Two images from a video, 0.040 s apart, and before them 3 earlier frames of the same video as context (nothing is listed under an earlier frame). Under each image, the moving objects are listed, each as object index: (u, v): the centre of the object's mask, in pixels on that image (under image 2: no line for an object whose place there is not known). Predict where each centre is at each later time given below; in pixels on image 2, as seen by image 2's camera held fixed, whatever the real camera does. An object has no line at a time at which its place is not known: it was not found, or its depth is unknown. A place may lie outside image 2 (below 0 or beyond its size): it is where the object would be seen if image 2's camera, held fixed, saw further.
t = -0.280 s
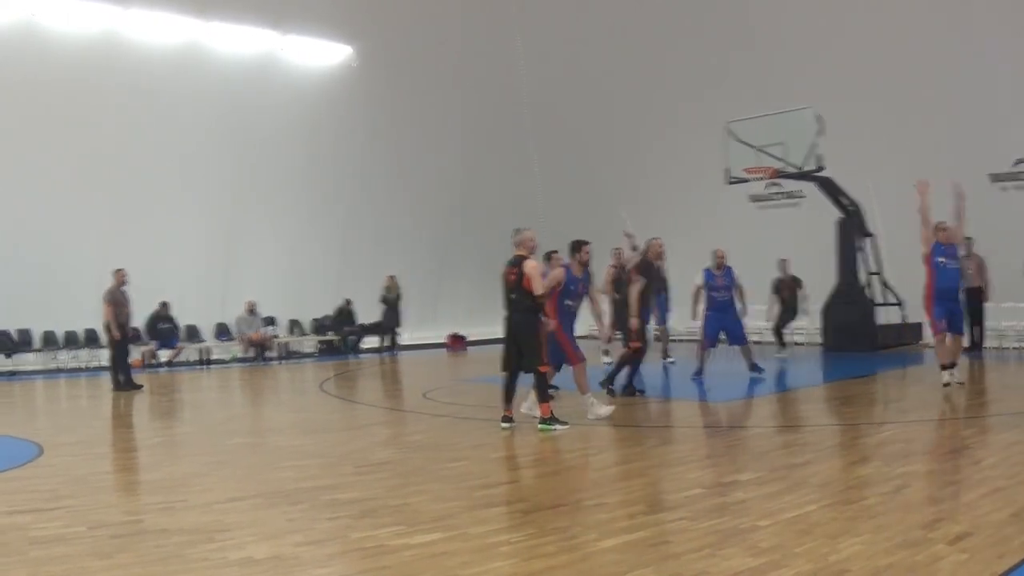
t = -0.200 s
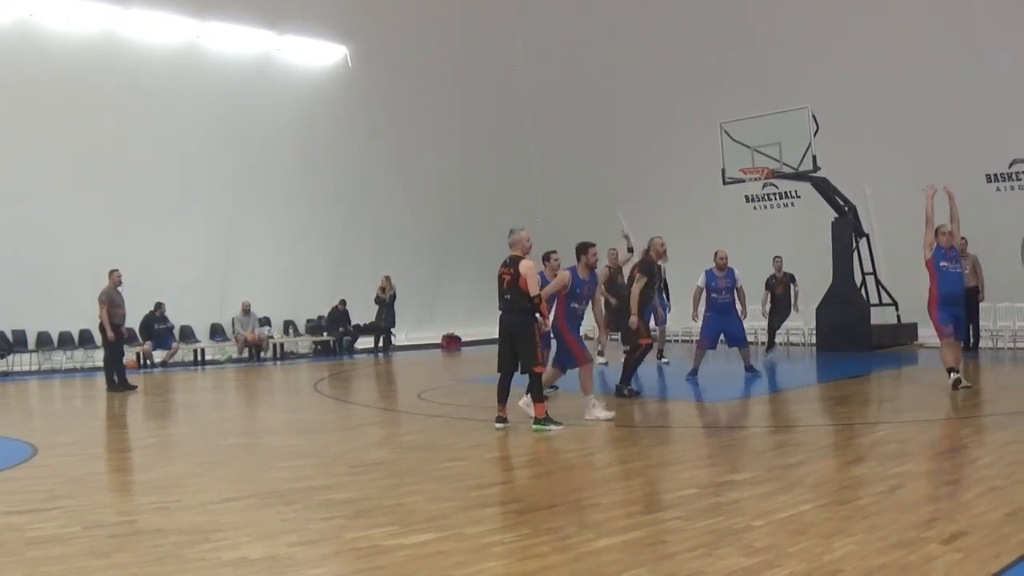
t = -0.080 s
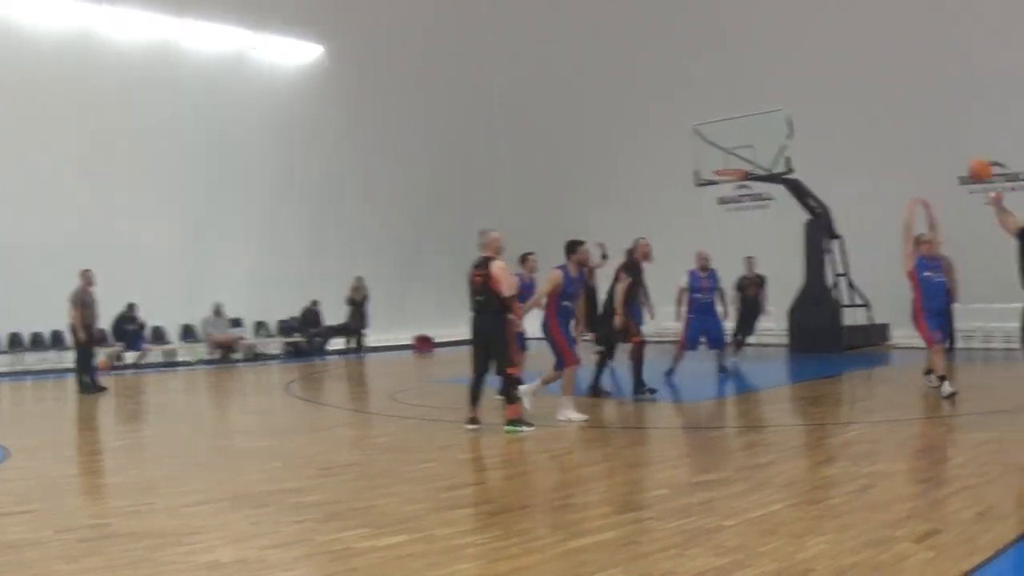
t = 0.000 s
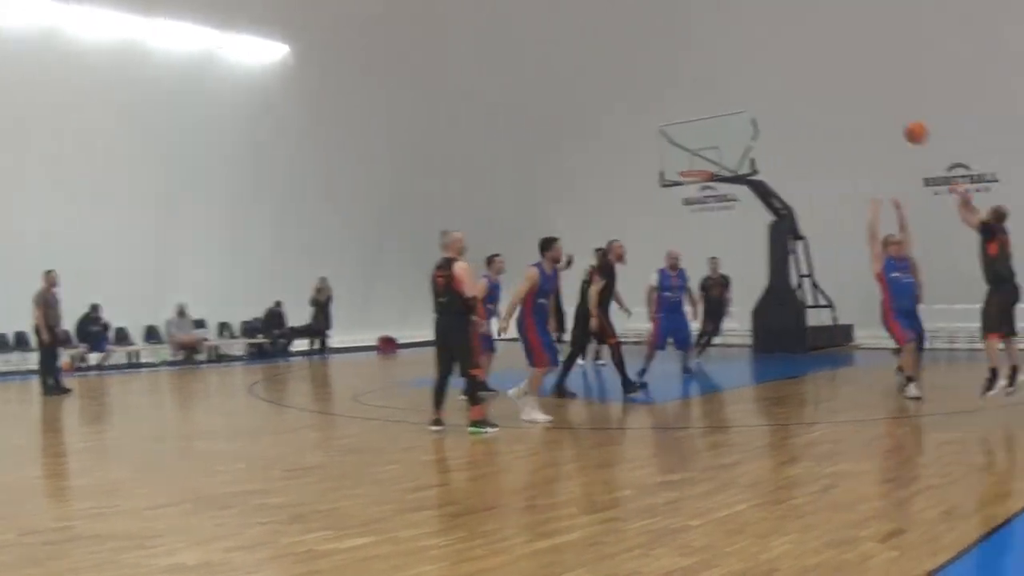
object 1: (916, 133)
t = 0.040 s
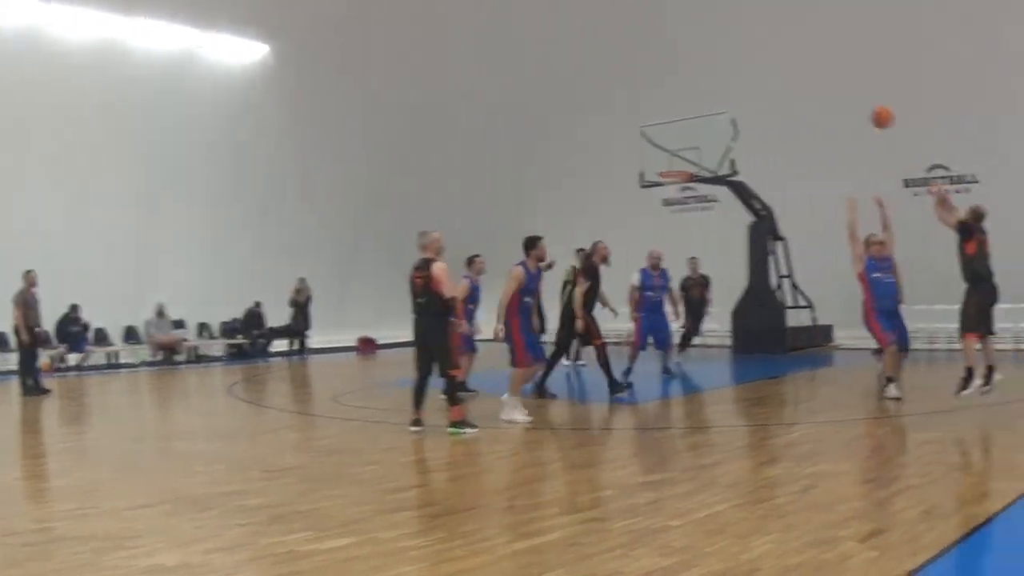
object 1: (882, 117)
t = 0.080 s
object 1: (861, 104)
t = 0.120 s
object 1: (841, 93)
